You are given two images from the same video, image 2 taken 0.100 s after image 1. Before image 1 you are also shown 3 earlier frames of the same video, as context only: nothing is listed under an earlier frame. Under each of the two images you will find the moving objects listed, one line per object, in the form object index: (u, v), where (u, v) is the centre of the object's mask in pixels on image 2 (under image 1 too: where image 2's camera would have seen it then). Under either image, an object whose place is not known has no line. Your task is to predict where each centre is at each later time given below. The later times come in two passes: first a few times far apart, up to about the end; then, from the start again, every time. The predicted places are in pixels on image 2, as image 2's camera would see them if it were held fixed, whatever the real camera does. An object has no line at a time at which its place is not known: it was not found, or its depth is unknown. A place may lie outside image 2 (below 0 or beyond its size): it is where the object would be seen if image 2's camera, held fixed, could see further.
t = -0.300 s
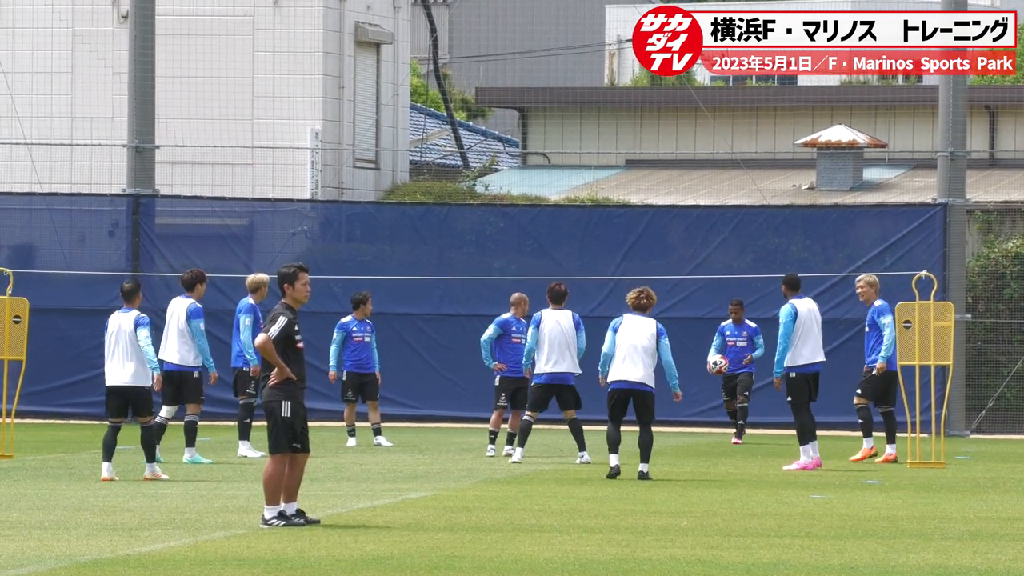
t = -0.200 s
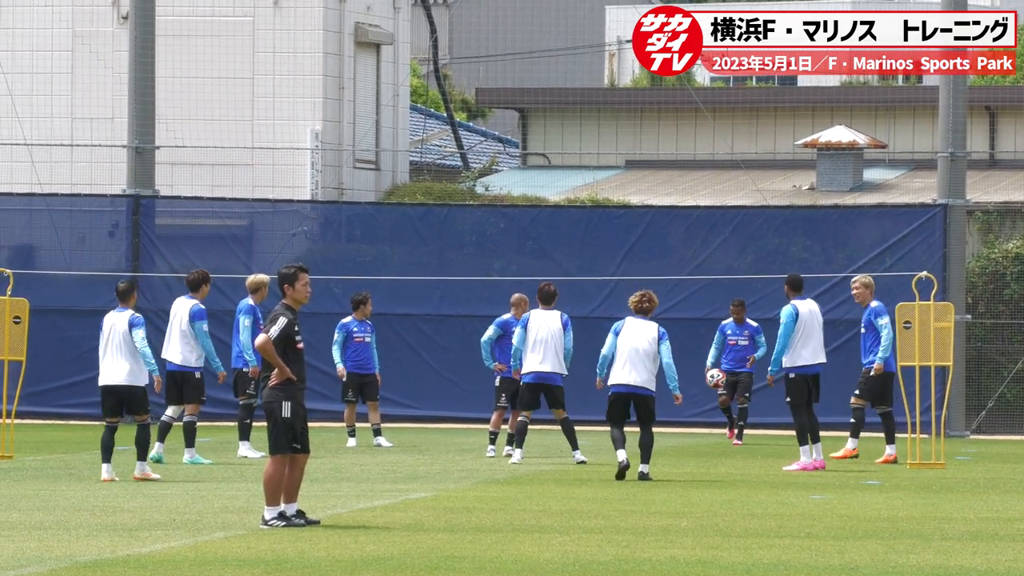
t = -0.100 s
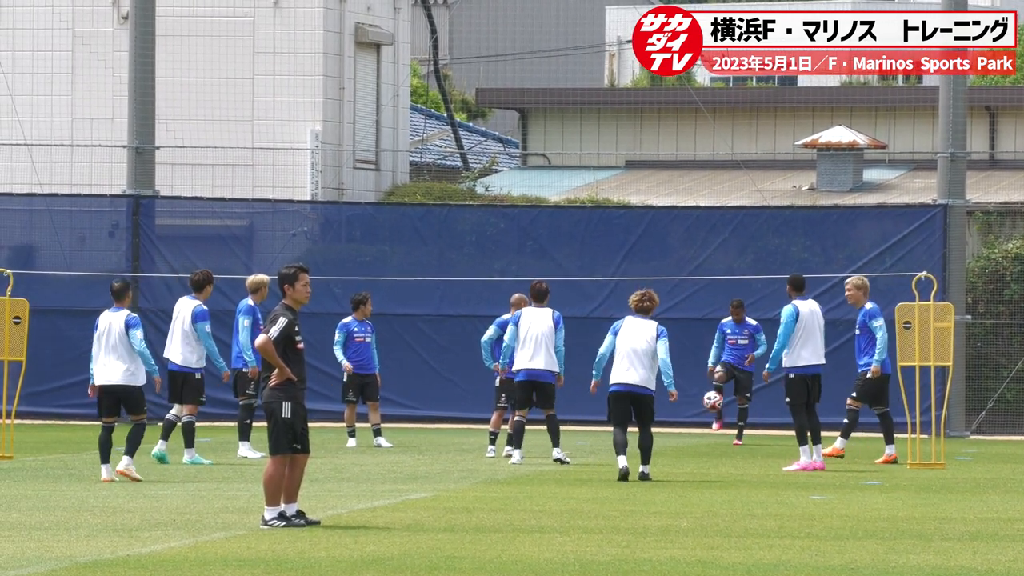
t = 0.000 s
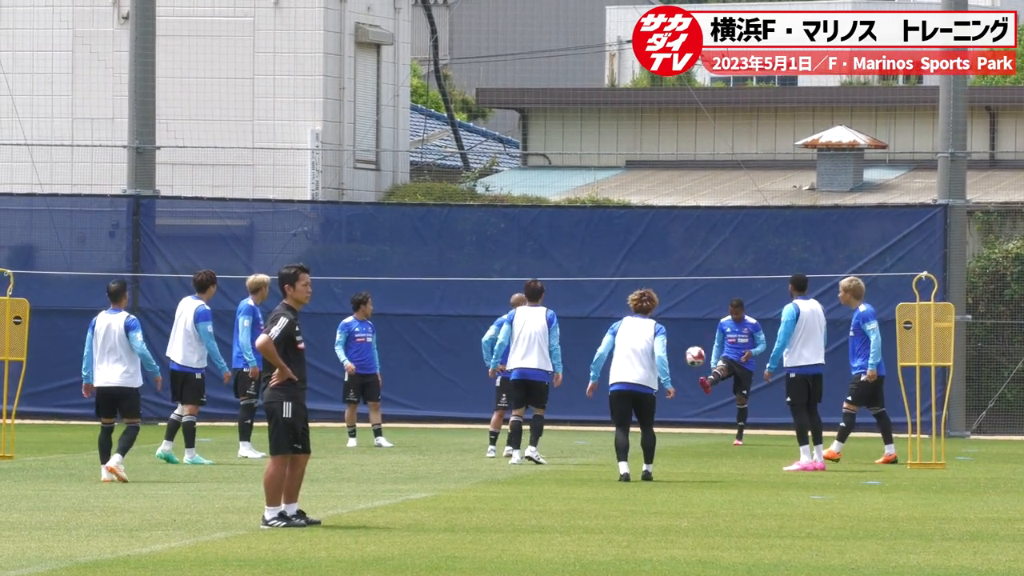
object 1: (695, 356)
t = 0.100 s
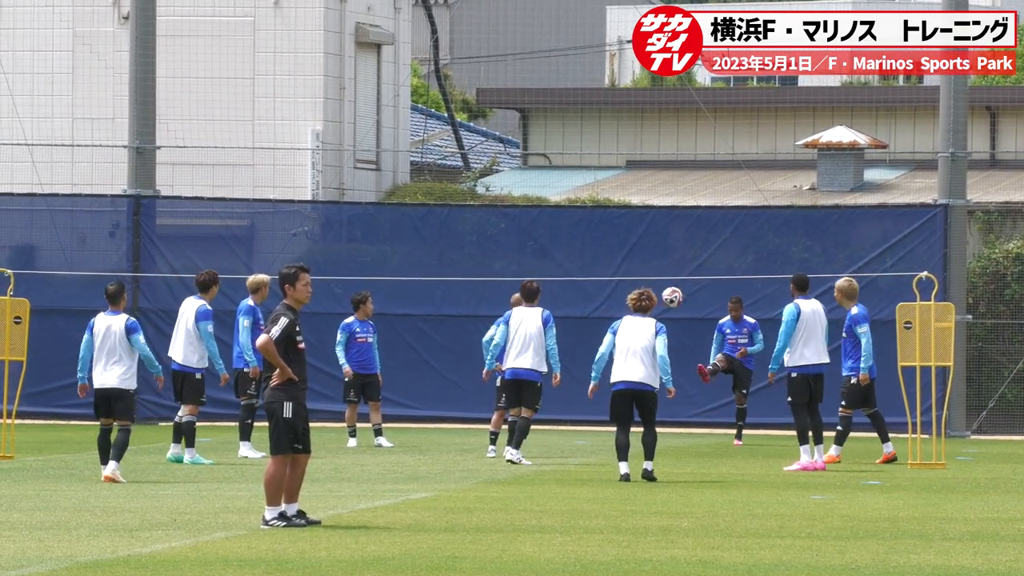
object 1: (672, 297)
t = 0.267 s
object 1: (633, 219)
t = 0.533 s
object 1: (566, 154)
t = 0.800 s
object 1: (493, 170)
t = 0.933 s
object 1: (455, 212)
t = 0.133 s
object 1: (665, 279)
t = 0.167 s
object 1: (657, 262)
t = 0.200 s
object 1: (649, 247)
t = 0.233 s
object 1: (641, 232)
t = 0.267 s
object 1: (633, 219)
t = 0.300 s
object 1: (625, 207)
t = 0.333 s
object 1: (617, 195)
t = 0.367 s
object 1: (609, 186)
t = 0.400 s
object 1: (600, 177)
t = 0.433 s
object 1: (592, 169)
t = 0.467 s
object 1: (584, 163)
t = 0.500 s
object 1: (575, 158)
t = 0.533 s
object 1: (566, 154)
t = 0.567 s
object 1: (557, 152)
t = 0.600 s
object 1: (548, 150)
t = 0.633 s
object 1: (539, 150)
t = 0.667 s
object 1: (529, 151)
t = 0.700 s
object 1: (521, 154)
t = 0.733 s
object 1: (511, 158)
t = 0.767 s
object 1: (502, 163)
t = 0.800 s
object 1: (493, 170)
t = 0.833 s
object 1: (483, 178)
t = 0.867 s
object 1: (474, 187)
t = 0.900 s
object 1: (464, 199)
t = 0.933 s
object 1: (455, 212)
